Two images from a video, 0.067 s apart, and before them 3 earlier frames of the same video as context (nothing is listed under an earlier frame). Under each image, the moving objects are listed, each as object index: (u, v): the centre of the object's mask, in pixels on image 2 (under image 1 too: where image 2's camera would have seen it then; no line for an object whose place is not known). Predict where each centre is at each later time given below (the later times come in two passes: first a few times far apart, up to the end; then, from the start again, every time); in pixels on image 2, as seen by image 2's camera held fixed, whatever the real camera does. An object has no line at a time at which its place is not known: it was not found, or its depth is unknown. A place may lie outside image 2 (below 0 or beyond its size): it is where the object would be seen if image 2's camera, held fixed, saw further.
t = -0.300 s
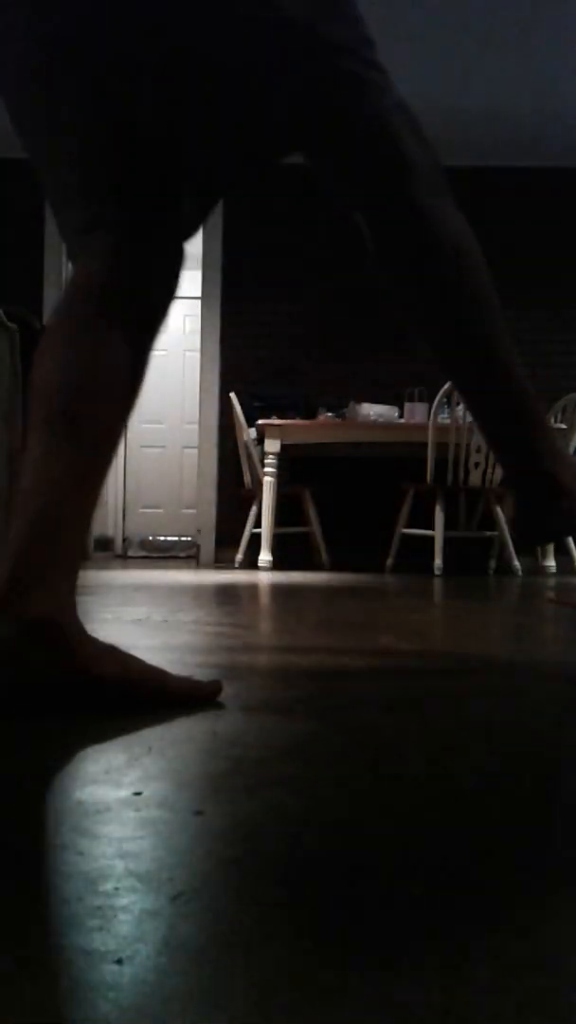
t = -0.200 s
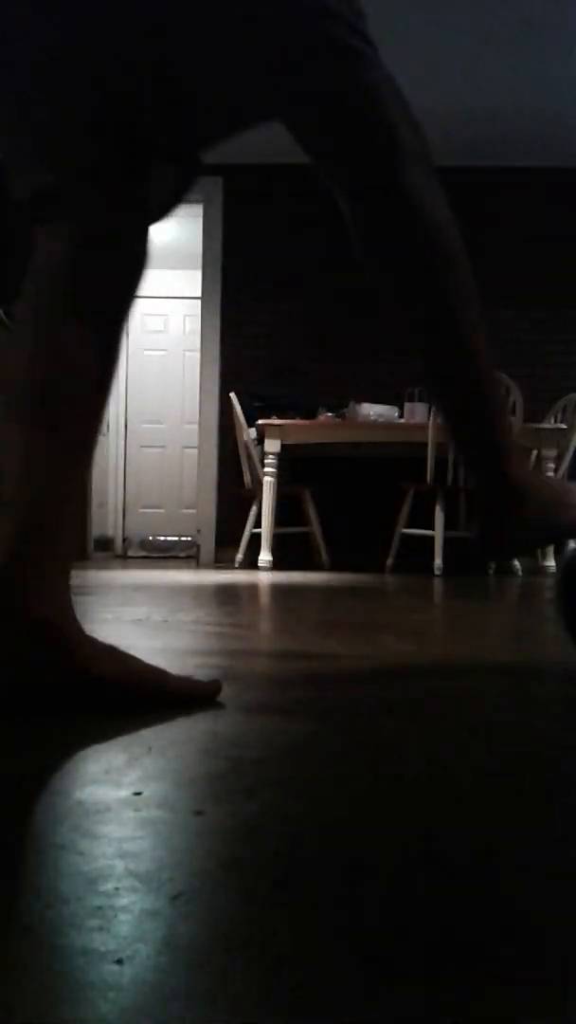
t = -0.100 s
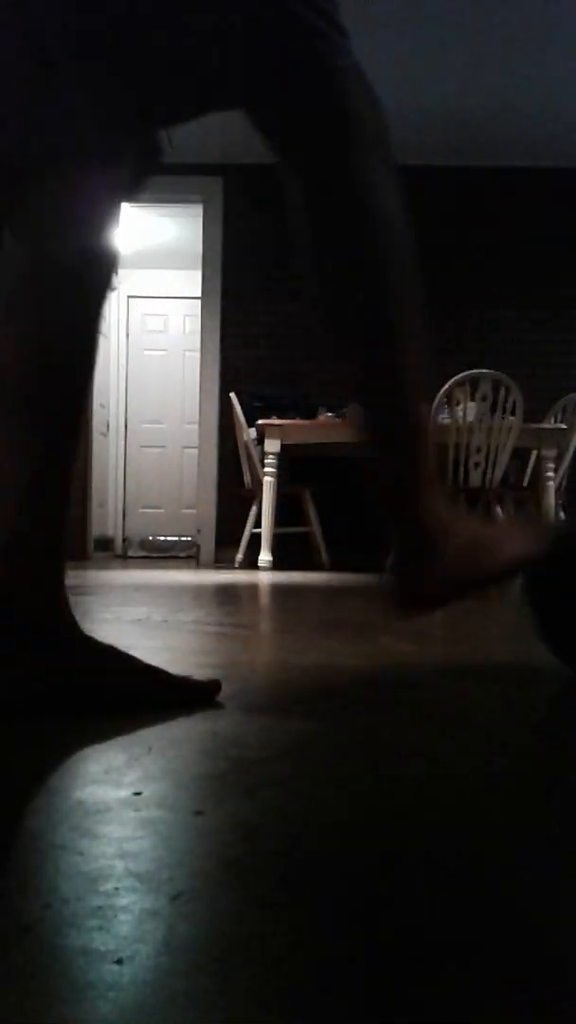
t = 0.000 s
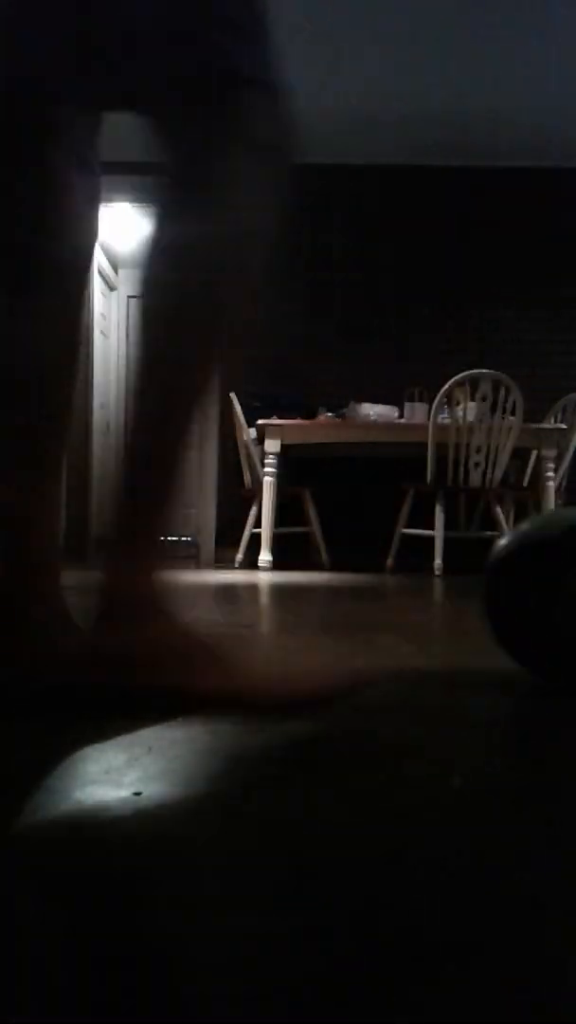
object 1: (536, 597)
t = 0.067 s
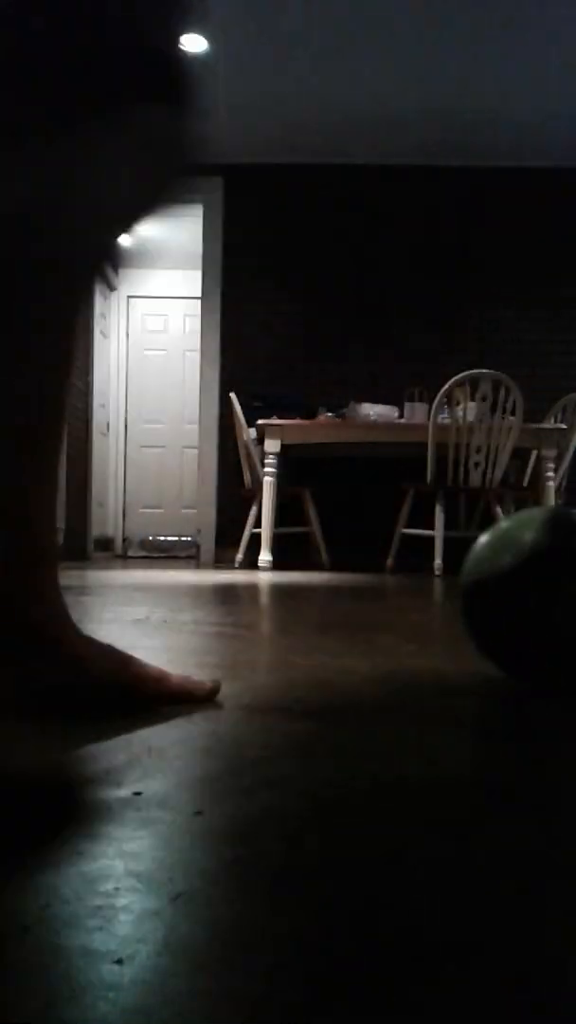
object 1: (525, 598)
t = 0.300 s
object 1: (475, 601)
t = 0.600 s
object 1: (357, 605)
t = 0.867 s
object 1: (231, 608)
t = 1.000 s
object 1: (158, 610)
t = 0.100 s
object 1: (520, 599)
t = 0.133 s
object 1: (513, 600)
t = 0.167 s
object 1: (507, 600)
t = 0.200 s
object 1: (500, 600)
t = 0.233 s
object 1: (493, 600)
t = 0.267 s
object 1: (484, 600)
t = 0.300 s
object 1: (475, 601)
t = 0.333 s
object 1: (462, 601)
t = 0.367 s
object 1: (450, 601)
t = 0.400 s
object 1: (439, 600)
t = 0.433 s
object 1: (425, 601)
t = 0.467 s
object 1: (412, 602)
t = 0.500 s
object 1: (398, 604)
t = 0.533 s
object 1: (385, 604)
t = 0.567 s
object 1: (371, 605)
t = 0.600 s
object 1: (357, 605)
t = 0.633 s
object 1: (342, 605)
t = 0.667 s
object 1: (327, 606)
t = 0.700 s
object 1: (313, 606)
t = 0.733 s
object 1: (297, 606)
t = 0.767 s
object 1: (281, 606)
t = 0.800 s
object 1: (265, 607)
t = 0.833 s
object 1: (249, 608)
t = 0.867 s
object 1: (231, 608)
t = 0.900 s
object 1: (215, 610)
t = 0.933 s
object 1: (196, 610)
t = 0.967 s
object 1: (177, 611)
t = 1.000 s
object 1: (158, 610)
